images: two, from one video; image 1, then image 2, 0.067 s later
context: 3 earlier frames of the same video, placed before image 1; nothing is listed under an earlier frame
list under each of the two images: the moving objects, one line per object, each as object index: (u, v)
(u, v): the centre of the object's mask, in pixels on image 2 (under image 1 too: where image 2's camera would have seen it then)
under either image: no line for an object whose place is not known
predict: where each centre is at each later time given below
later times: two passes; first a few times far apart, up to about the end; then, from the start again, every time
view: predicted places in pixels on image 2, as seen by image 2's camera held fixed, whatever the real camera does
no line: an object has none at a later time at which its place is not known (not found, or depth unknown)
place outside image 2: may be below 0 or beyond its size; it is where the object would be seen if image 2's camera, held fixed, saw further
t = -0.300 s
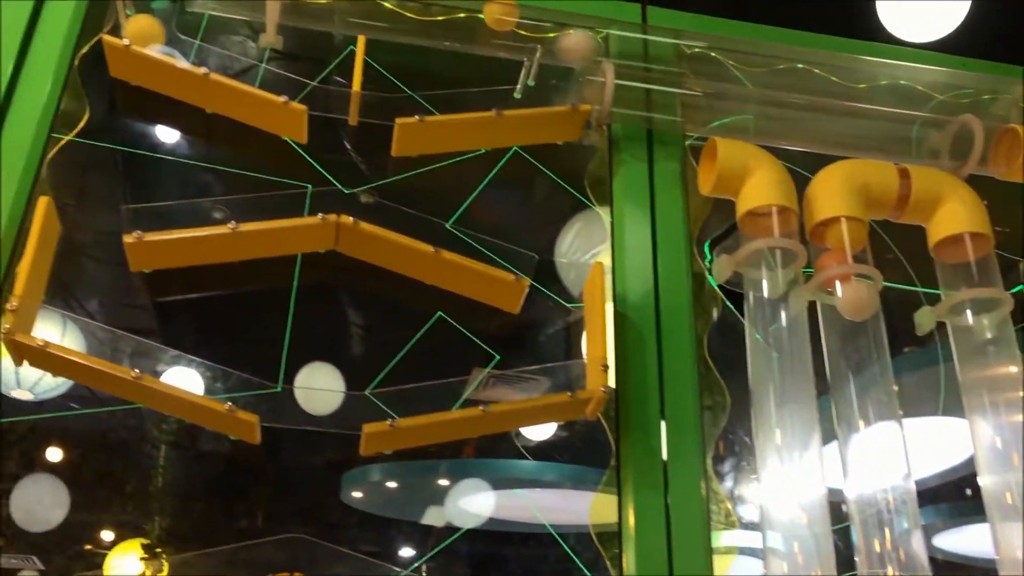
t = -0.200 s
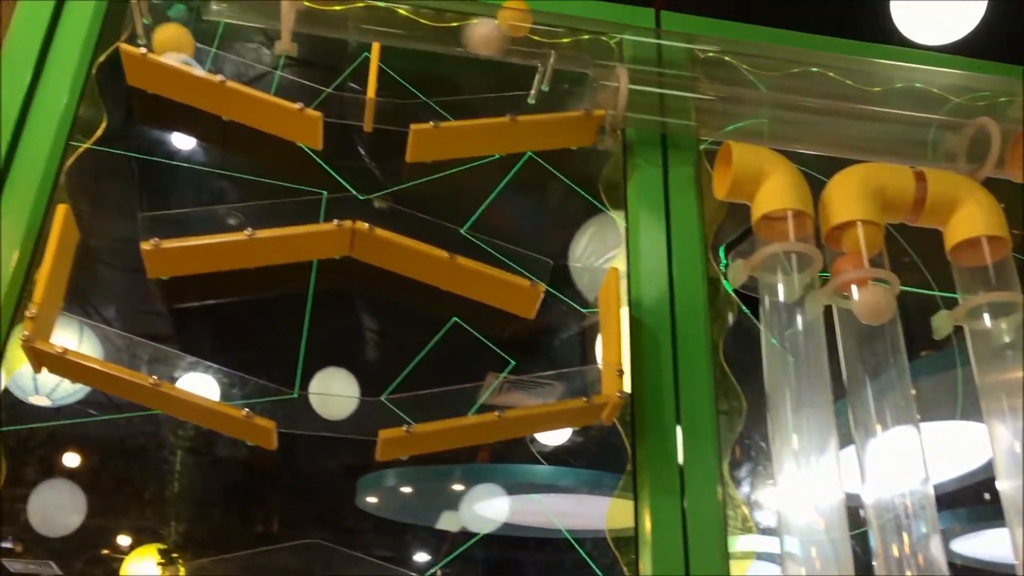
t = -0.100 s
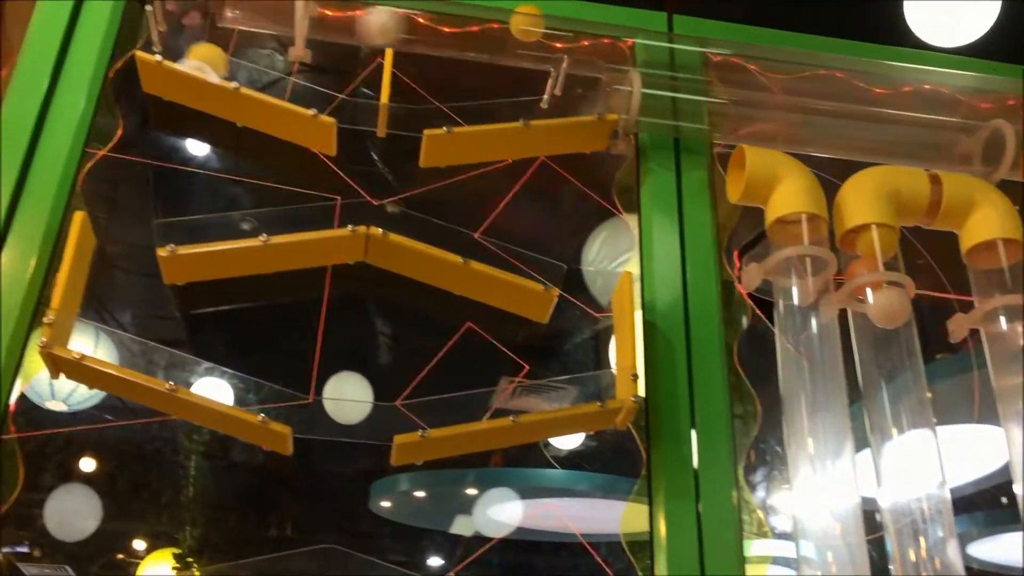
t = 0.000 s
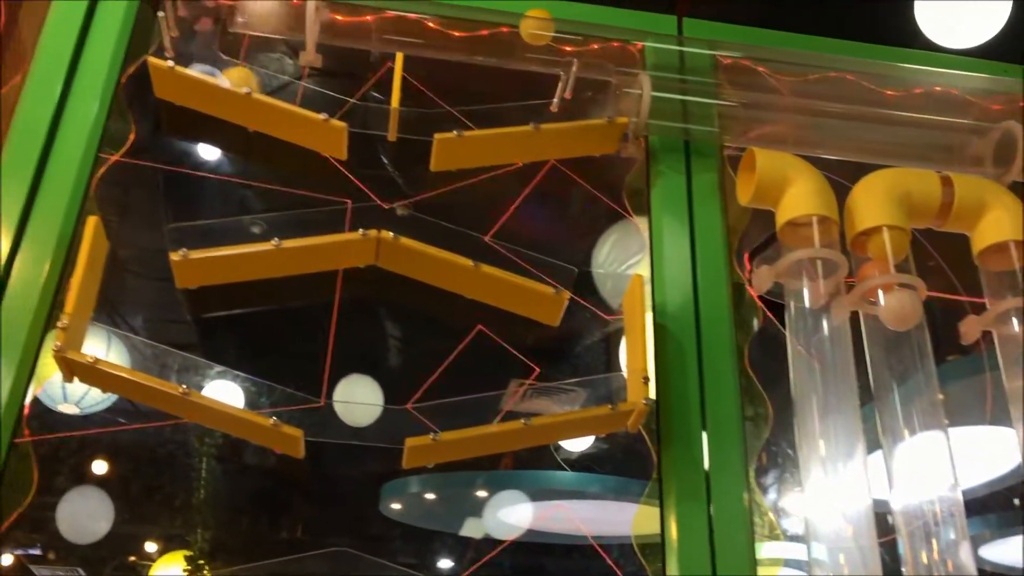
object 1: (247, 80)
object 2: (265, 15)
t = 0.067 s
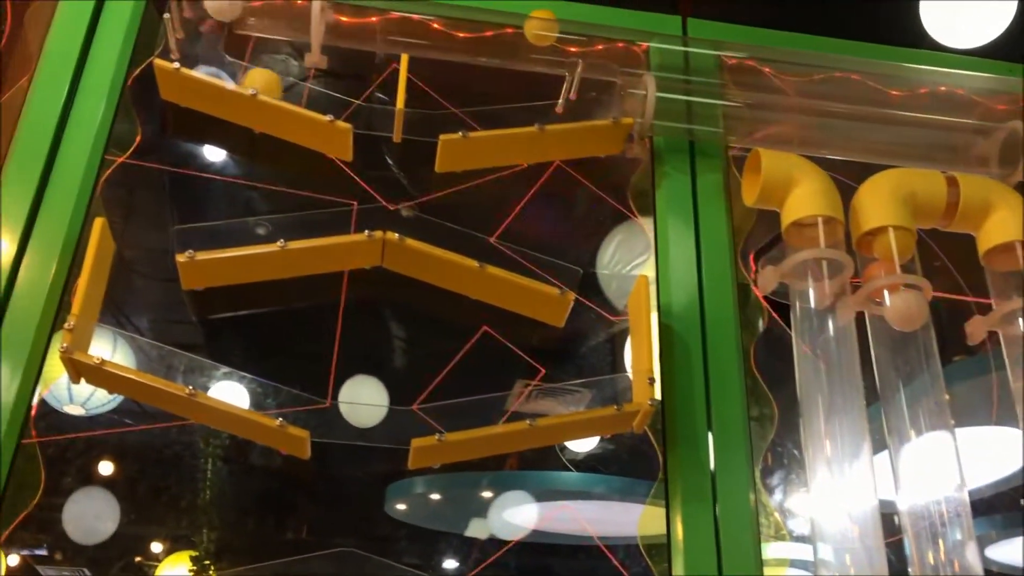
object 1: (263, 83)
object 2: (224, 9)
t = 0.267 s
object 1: (320, 102)
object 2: (215, 19)
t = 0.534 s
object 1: (418, 195)
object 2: (224, 70)
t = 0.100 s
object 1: (272, 87)
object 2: (228, 13)
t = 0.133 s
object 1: (282, 88)
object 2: (221, 13)
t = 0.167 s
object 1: (290, 91)
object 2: (207, 15)
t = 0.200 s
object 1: (300, 95)
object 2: (203, 17)
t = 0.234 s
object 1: (309, 98)
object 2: (213, 20)
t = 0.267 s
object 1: (320, 102)
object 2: (215, 19)
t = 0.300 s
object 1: (332, 106)
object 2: (209, 18)
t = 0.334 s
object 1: (346, 111)
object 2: (203, 25)
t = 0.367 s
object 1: (358, 119)
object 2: (197, 37)
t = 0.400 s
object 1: (371, 126)
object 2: (203, 39)
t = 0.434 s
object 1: (384, 135)
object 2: (209, 42)
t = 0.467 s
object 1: (396, 150)
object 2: (215, 47)
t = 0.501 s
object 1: (408, 171)
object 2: (220, 57)
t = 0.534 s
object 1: (418, 195)
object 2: (224, 70)
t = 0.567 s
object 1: (428, 222)
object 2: (239, 72)
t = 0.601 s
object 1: (449, 228)
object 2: (251, 73)
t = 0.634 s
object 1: (474, 222)
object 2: (262, 75)
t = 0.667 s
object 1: (500, 219)
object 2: (269, 78)
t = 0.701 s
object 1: (526, 221)
